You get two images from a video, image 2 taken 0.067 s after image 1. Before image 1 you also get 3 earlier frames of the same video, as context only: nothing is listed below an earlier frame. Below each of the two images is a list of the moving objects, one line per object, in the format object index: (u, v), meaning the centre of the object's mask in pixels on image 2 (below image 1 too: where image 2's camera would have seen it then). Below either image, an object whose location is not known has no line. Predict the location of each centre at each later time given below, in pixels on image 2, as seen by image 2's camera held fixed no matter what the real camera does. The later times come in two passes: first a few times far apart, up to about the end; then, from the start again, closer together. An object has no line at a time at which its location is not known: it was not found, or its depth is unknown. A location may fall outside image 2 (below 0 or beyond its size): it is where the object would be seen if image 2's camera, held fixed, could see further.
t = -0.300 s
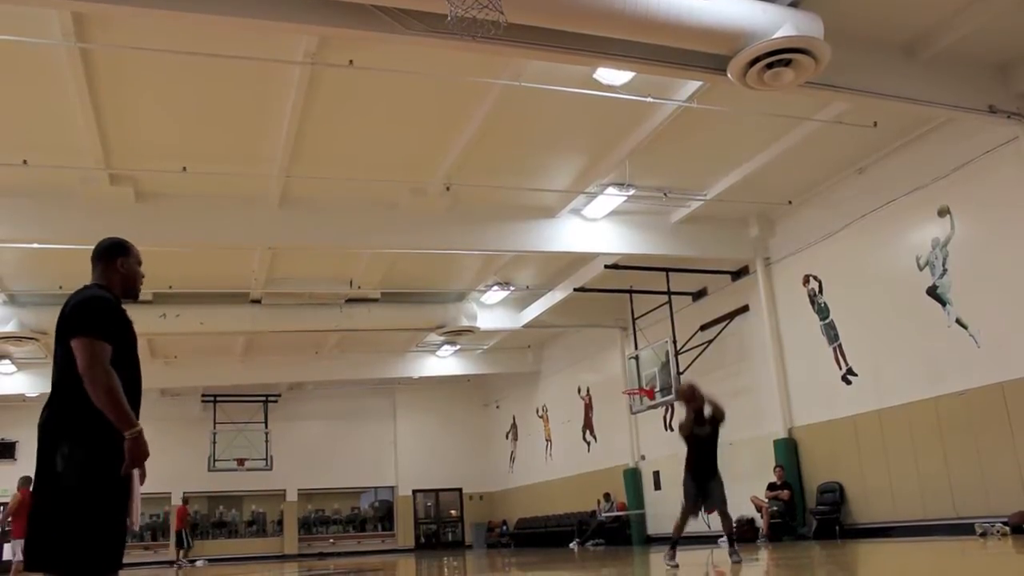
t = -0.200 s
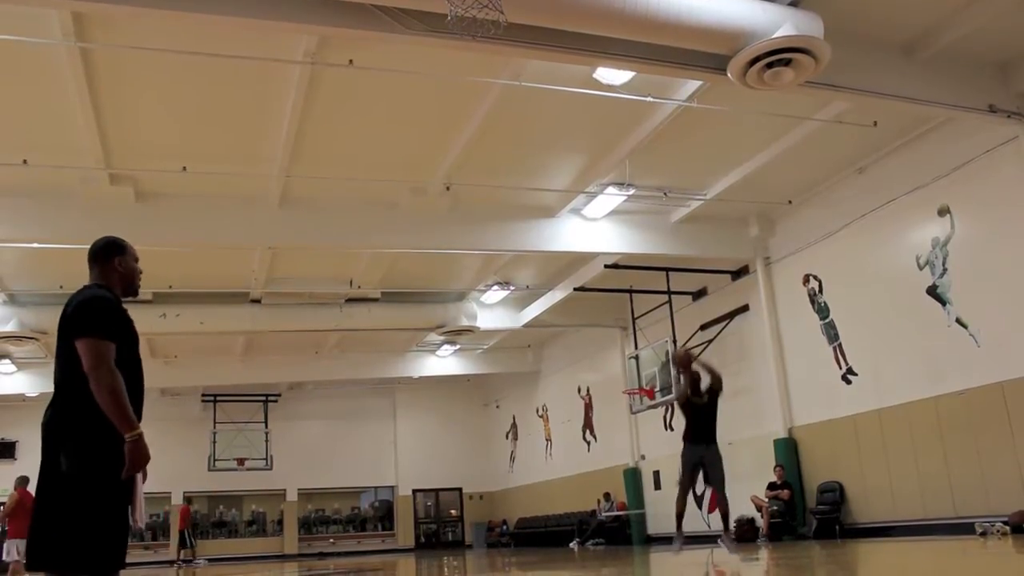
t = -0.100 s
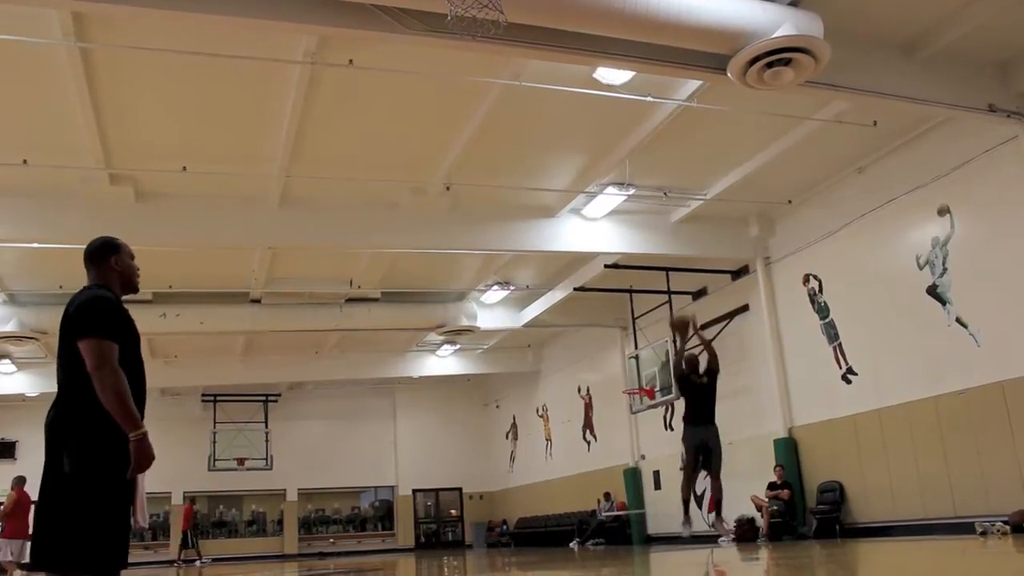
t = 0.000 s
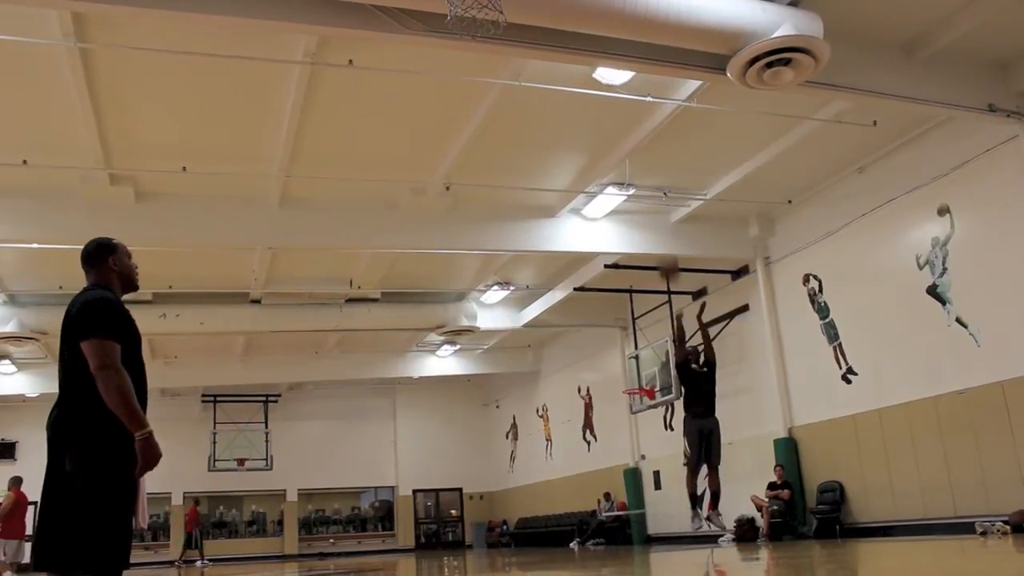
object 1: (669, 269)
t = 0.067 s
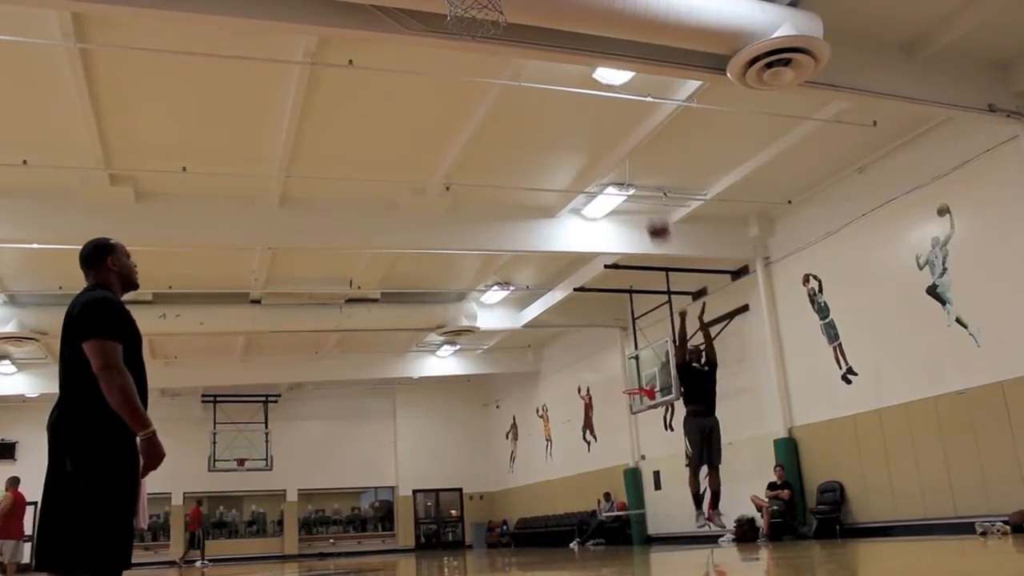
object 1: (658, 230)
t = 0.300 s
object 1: (622, 113)
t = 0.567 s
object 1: (580, 10)
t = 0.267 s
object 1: (627, 127)
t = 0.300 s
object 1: (622, 113)
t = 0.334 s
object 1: (617, 99)
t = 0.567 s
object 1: (580, 10)
